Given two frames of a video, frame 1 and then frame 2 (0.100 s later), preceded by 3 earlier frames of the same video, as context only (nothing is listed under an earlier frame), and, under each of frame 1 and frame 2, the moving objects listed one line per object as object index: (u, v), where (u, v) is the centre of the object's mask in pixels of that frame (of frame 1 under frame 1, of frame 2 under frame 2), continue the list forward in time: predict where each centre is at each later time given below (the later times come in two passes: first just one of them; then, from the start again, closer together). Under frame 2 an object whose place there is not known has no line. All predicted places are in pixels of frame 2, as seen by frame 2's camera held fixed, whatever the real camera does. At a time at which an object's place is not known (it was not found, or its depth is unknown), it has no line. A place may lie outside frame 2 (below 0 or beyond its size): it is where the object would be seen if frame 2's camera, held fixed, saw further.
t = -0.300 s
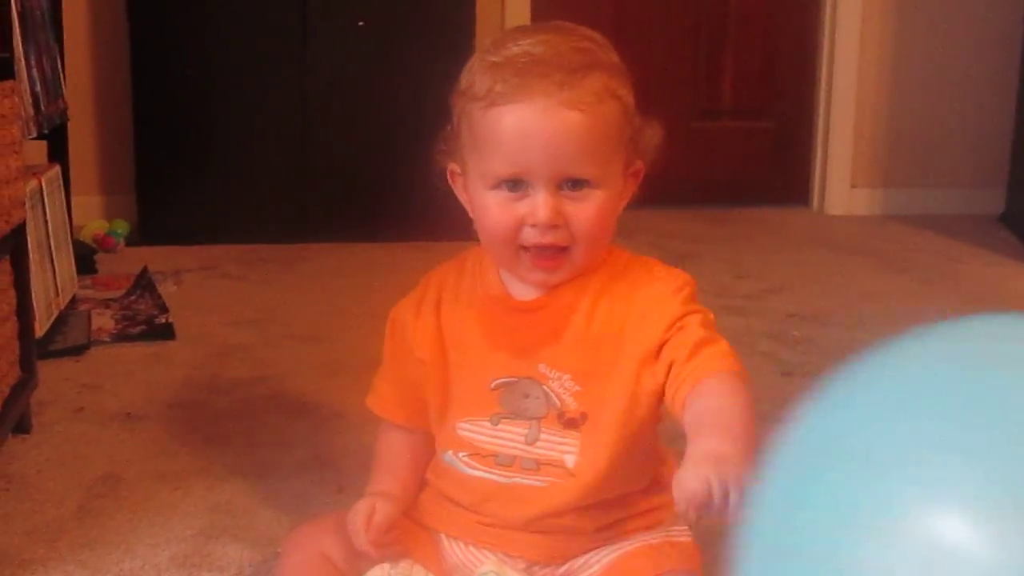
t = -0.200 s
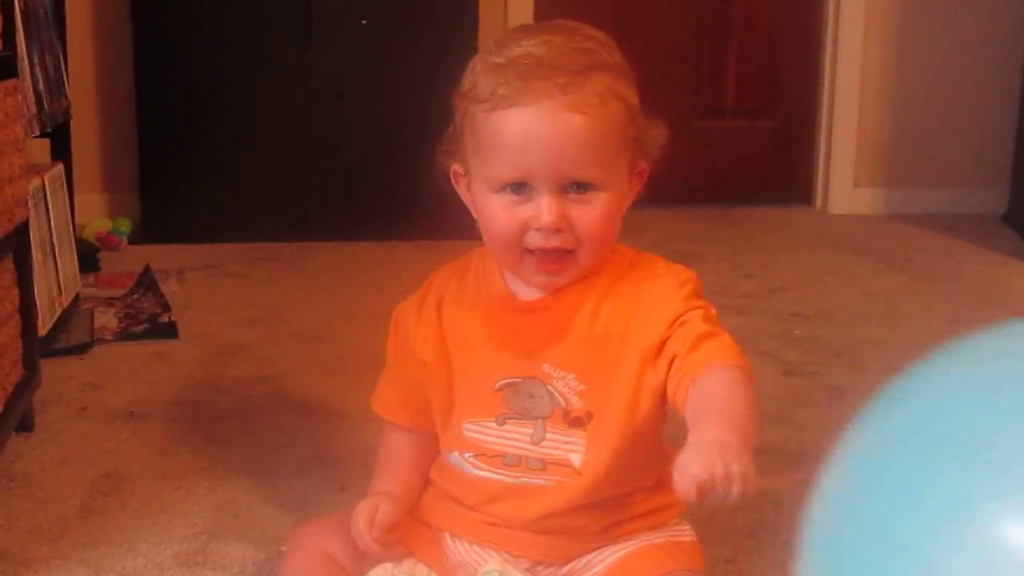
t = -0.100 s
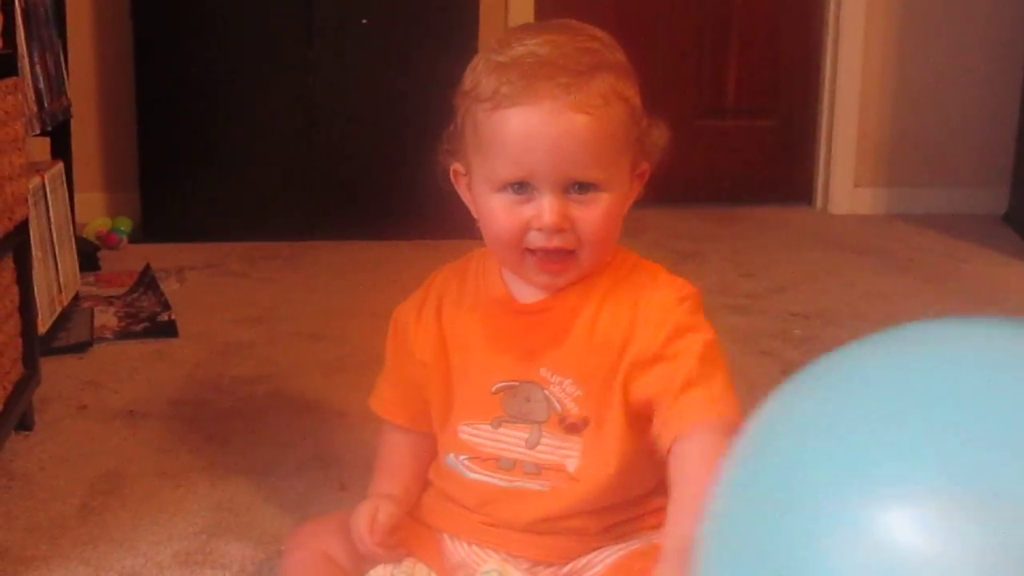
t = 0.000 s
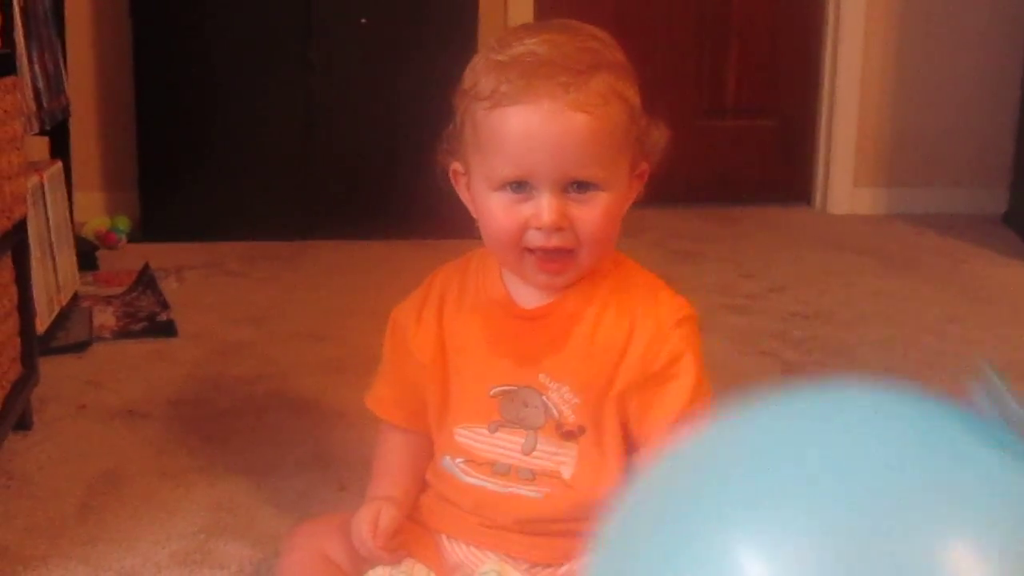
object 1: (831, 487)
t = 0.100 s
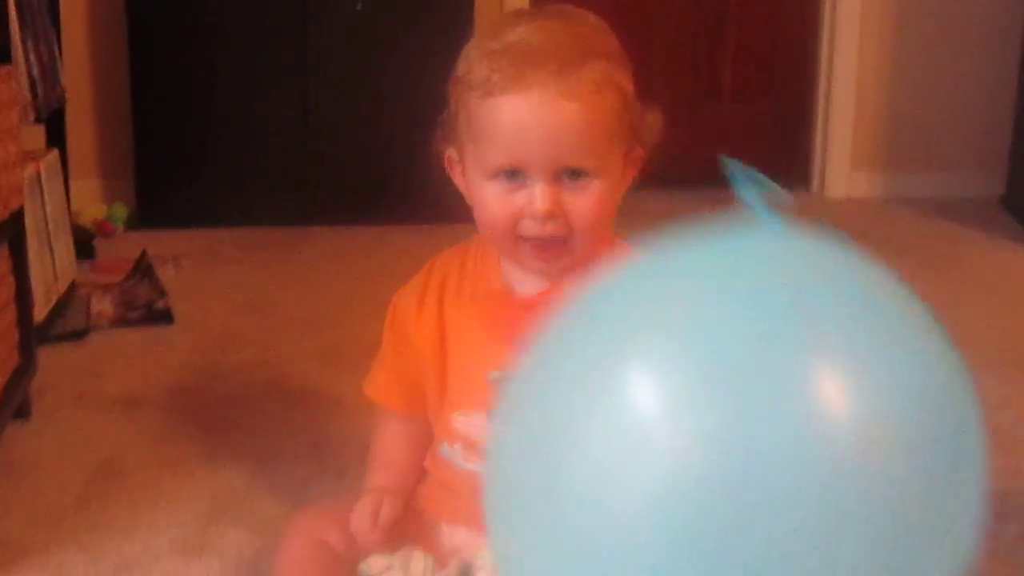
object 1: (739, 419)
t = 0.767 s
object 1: (258, 467)
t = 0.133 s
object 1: (710, 402)
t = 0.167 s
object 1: (683, 382)
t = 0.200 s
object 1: (654, 358)
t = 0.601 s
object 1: (384, 445)
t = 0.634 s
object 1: (349, 451)
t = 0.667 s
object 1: (315, 453)
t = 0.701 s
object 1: (284, 456)
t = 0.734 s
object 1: (264, 462)
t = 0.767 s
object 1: (258, 467)
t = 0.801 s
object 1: (273, 472)
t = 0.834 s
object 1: (289, 479)
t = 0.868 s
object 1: (304, 481)
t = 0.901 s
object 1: (318, 478)
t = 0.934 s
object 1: (334, 475)
